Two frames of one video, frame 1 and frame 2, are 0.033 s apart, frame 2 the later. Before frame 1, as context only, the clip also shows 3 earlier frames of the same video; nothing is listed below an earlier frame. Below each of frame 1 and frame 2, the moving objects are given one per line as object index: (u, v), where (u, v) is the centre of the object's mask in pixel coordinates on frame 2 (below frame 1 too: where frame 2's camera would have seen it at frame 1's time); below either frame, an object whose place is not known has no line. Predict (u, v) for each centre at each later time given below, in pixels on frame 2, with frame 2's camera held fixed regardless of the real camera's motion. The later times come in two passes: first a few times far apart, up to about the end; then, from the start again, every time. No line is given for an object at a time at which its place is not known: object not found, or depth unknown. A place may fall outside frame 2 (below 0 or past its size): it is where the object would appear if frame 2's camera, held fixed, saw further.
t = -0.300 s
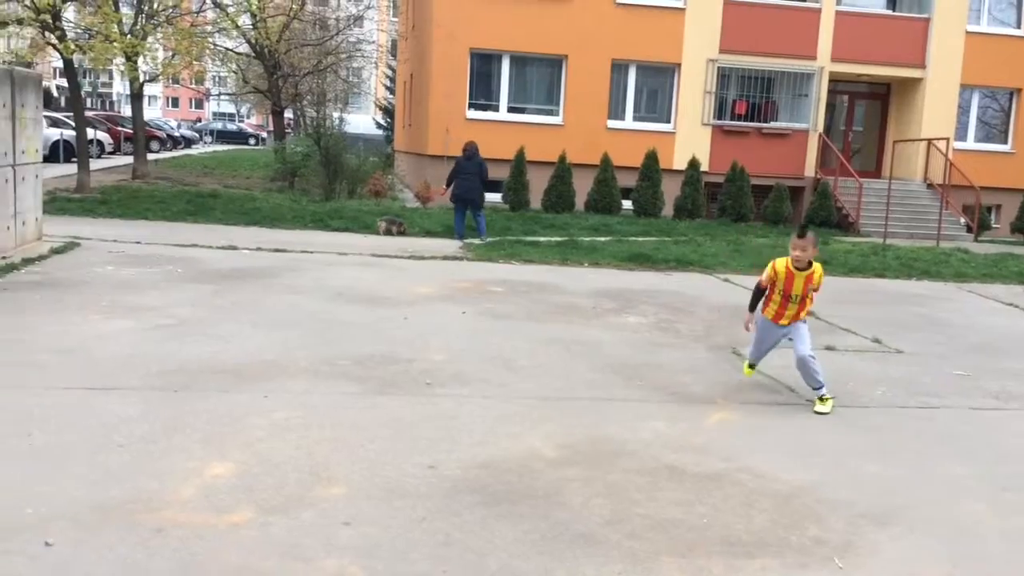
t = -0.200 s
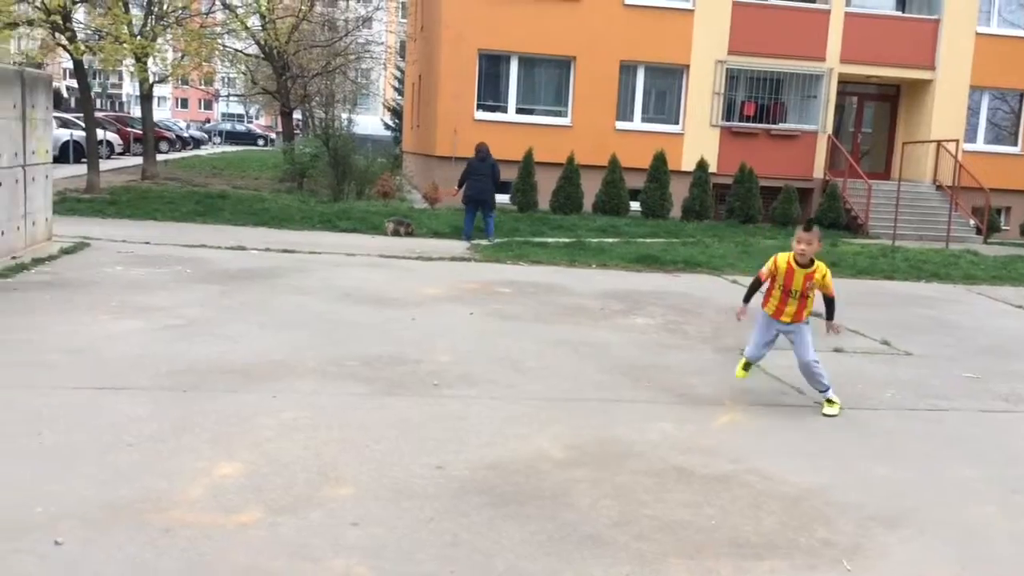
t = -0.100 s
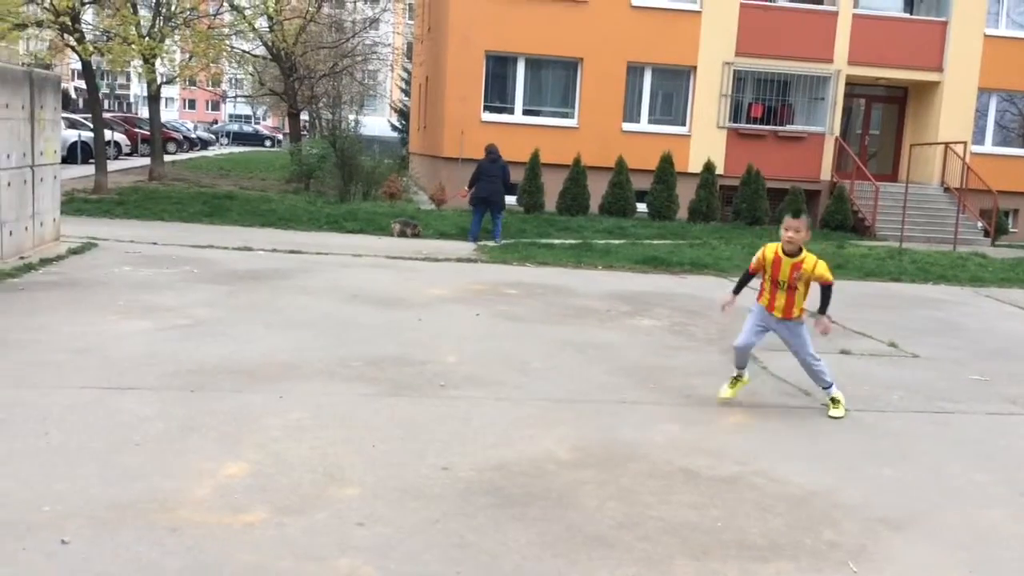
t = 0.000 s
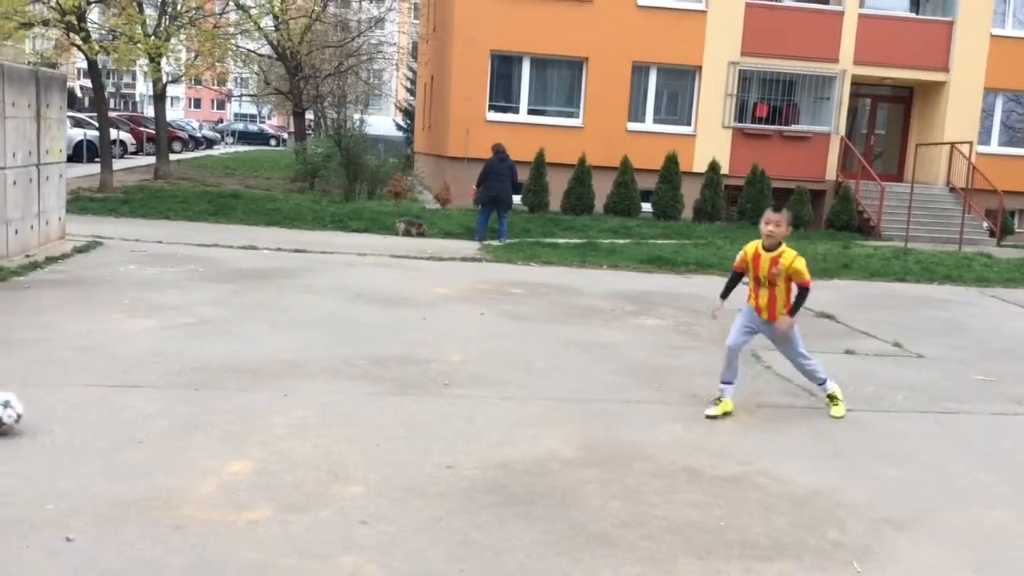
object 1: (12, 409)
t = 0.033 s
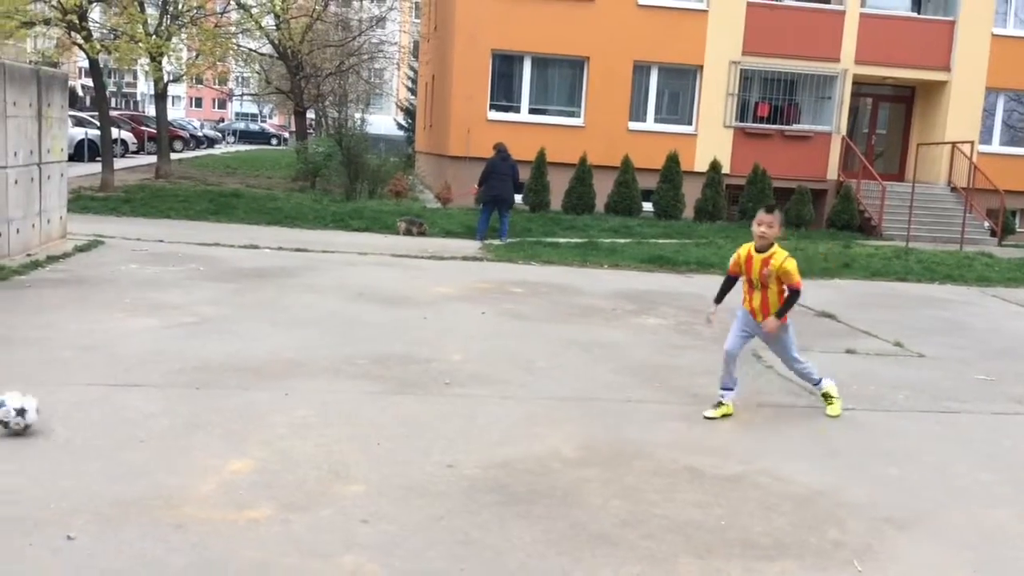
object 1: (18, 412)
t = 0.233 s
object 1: (103, 422)
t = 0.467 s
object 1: (200, 430)
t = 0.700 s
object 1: (296, 438)
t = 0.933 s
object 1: (389, 446)
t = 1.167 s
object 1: (482, 454)
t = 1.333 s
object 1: (545, 459)
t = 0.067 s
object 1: (32, 416)
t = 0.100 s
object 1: (46, 417)
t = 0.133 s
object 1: (60, 417)
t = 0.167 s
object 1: (74, 420)
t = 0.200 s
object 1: (89, 421)
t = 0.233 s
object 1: (103, 422)
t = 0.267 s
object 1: (117, 423)
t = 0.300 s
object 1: (131, 425)
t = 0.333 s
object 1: (145, 426)
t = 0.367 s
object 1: (158, 426)
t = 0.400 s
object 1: (173, 426)
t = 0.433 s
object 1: (187, 429)
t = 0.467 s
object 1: (200, 430)
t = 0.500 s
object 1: (213, 431)
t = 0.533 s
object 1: (228, 430)
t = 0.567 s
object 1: (242, 433)
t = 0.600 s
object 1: (256, 434)
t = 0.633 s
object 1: (268, 435)
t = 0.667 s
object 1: (283, 437)
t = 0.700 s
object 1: (296, 438)
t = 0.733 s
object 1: (310, 439)
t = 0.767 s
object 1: (323, 441)
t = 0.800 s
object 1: (337, 441)
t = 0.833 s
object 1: (351, 442)
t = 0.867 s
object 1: (364, 444)
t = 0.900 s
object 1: (377, 444)
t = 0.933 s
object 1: (389, 446)
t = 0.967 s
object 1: (403, 447)
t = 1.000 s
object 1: (416, 448)
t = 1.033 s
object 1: (429, 449)
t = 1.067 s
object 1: (441, 450)
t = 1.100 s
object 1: (455, 452)
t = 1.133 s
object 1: (469, 453)
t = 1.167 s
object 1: (482, 454)
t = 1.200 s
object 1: (495, 455)
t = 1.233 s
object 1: (507, 456)
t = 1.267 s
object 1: (520, 458)
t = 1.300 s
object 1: (533, 458)
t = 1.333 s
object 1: (545, 459)
